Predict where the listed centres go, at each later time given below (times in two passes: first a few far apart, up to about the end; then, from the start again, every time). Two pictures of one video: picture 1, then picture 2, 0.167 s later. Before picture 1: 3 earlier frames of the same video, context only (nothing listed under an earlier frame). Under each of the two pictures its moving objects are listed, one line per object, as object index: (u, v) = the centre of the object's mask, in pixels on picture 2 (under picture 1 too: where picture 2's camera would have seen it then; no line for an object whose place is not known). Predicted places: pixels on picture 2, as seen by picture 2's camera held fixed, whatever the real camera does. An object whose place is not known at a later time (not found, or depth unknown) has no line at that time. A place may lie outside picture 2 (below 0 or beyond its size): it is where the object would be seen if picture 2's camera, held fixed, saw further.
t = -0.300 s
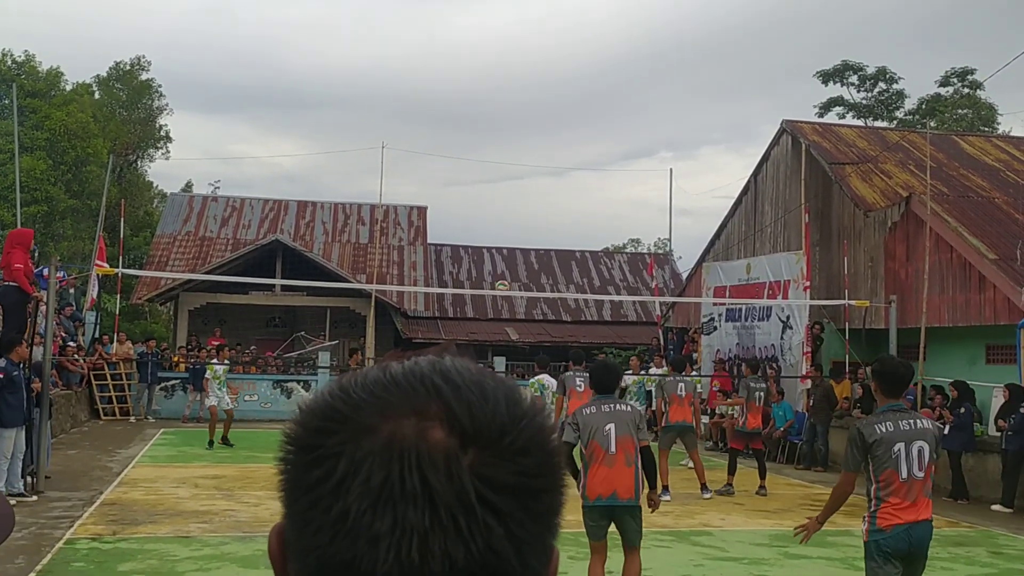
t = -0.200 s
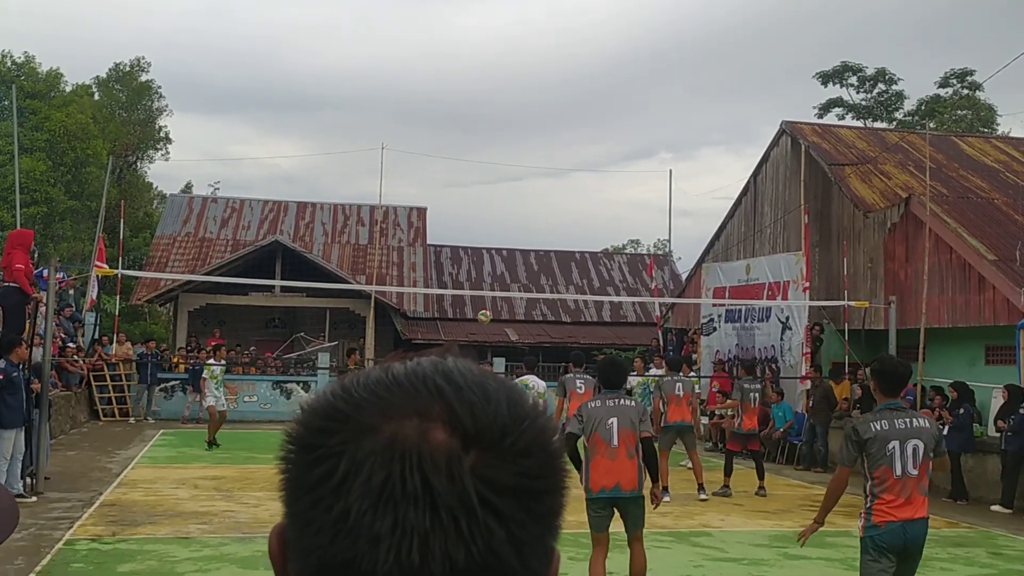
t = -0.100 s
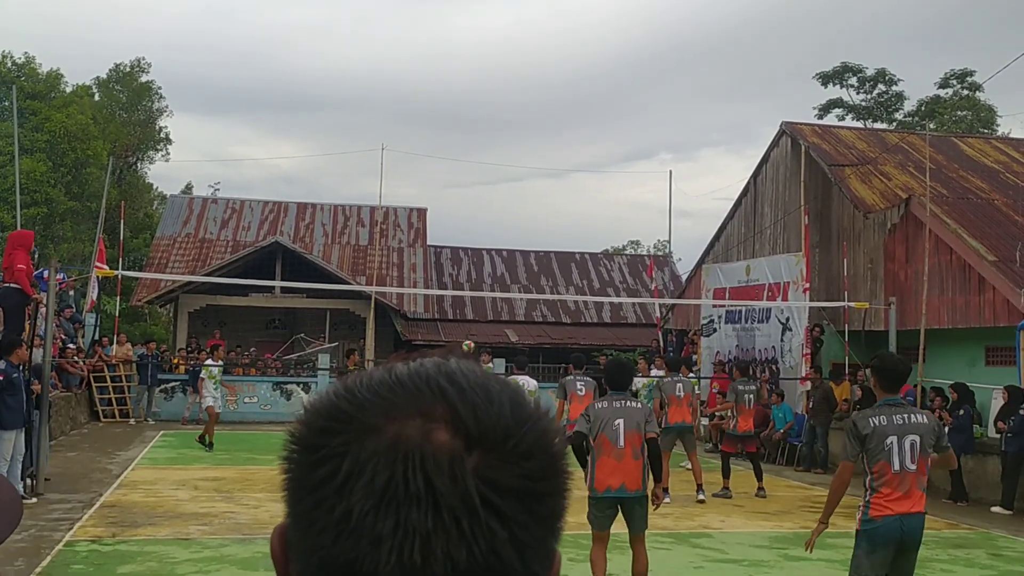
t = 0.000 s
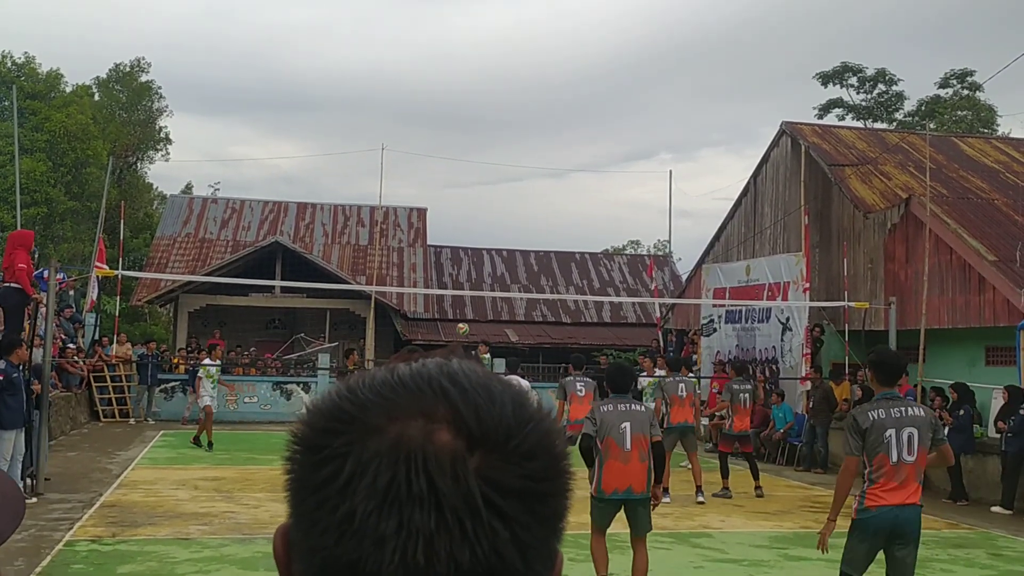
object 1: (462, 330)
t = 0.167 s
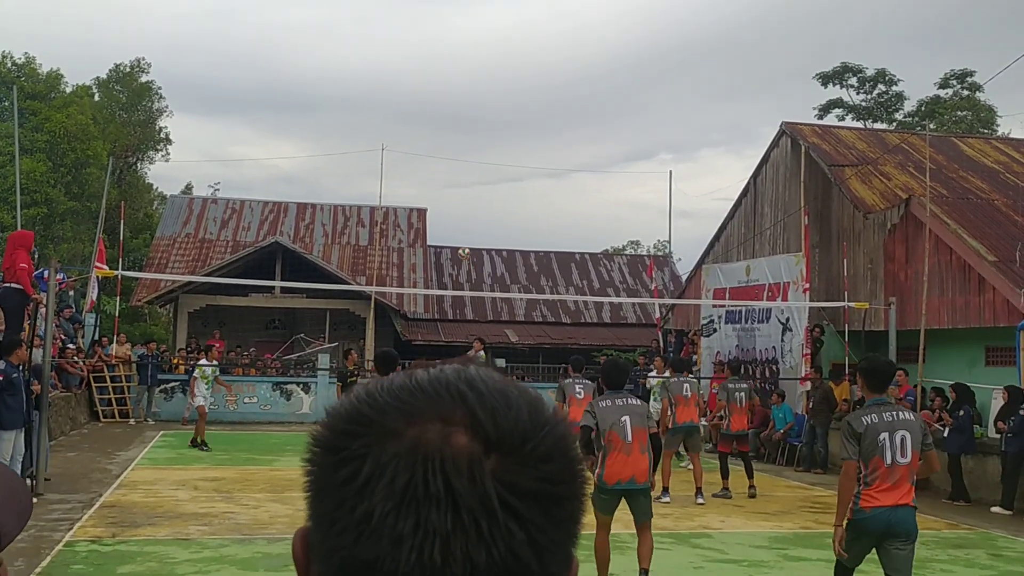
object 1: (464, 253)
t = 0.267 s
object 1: (465, 217)
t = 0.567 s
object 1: (468, 136)
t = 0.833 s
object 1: (469, 106)
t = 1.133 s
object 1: (469, 124)
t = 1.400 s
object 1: (467, 185)
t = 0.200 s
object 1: (464, 241)
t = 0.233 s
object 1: (465, 228)
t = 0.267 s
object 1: (465, 217)
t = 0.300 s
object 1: (465, 204)
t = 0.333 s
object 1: (466, 194)
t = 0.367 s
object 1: (466, 184)
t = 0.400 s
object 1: (466, 175)
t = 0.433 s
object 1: (466, 165)
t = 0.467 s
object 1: (467, 157)
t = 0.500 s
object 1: (467, 150)
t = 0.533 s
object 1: (467, 142)
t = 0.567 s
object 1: (468, 136)
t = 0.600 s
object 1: (468, 130)
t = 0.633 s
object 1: (468, 125)
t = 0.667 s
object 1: (468, 120)
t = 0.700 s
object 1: (468, 116)
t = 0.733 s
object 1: (469, 113)
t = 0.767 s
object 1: (469, 110)
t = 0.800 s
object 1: (469, 108)
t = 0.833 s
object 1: (469, 106)
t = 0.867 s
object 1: (469, 106)
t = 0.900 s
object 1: (469, 106)
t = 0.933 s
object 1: (469, 106)
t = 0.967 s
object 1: (469, 107)
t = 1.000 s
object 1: (469, 109)
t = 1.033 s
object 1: (469, 112)
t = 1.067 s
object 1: (469, 115)
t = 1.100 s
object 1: (469, 119)
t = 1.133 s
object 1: (469, 124)
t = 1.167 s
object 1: (469, 129)
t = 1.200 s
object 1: (469, 134)
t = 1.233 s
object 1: (469, 141)
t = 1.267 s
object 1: (468, 149)
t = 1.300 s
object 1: (468, 157)
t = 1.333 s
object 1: (468, 166)
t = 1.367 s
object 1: (468, 176)
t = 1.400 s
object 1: (467, 185)
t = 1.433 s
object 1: (467, 196)
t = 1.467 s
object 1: (467, 209)
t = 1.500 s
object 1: (467, 221)
